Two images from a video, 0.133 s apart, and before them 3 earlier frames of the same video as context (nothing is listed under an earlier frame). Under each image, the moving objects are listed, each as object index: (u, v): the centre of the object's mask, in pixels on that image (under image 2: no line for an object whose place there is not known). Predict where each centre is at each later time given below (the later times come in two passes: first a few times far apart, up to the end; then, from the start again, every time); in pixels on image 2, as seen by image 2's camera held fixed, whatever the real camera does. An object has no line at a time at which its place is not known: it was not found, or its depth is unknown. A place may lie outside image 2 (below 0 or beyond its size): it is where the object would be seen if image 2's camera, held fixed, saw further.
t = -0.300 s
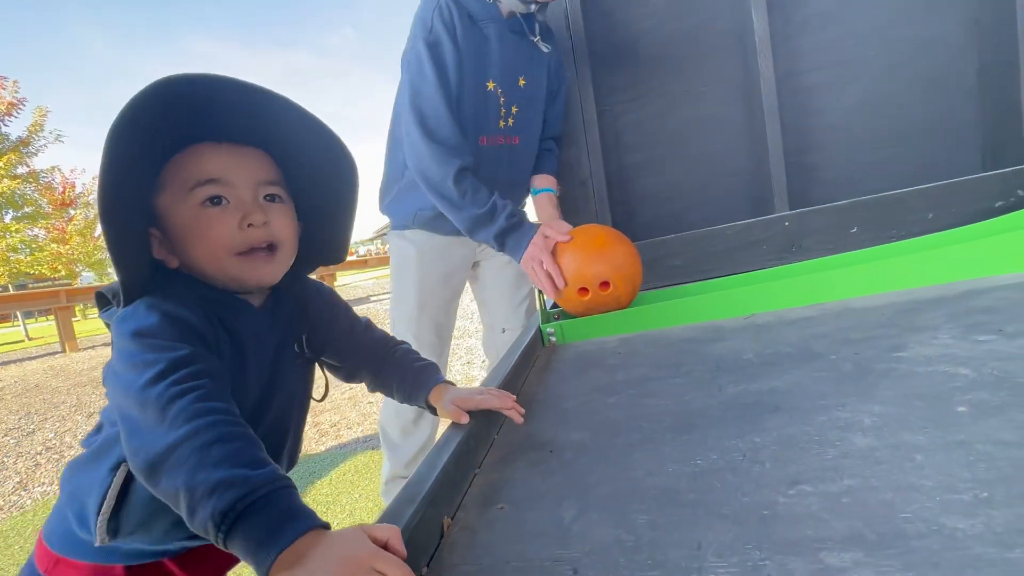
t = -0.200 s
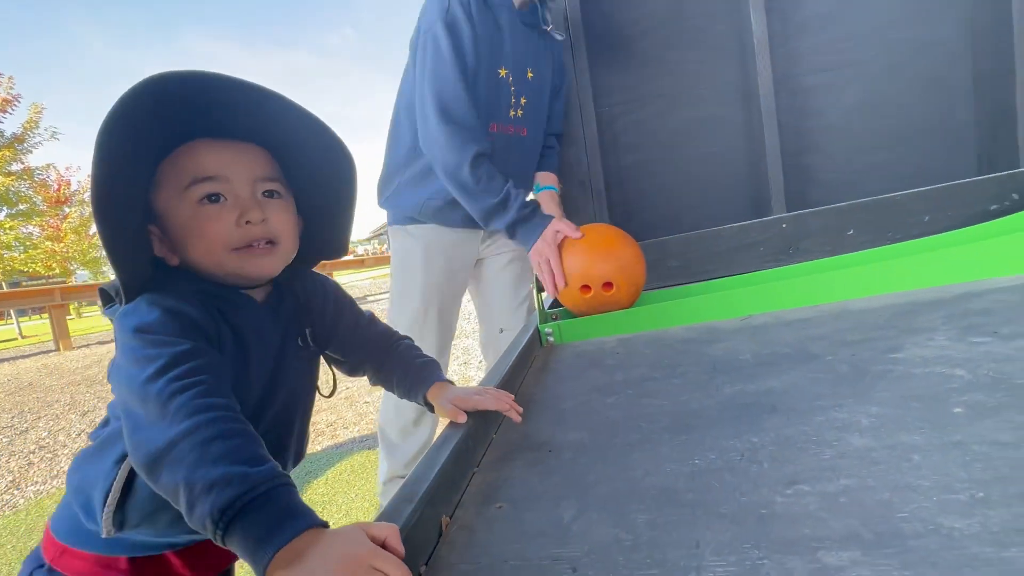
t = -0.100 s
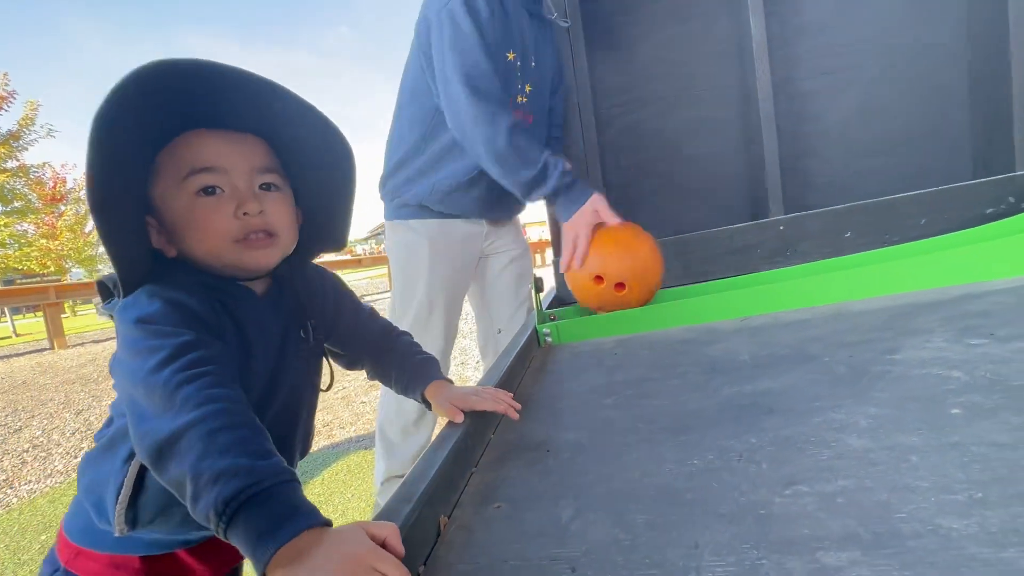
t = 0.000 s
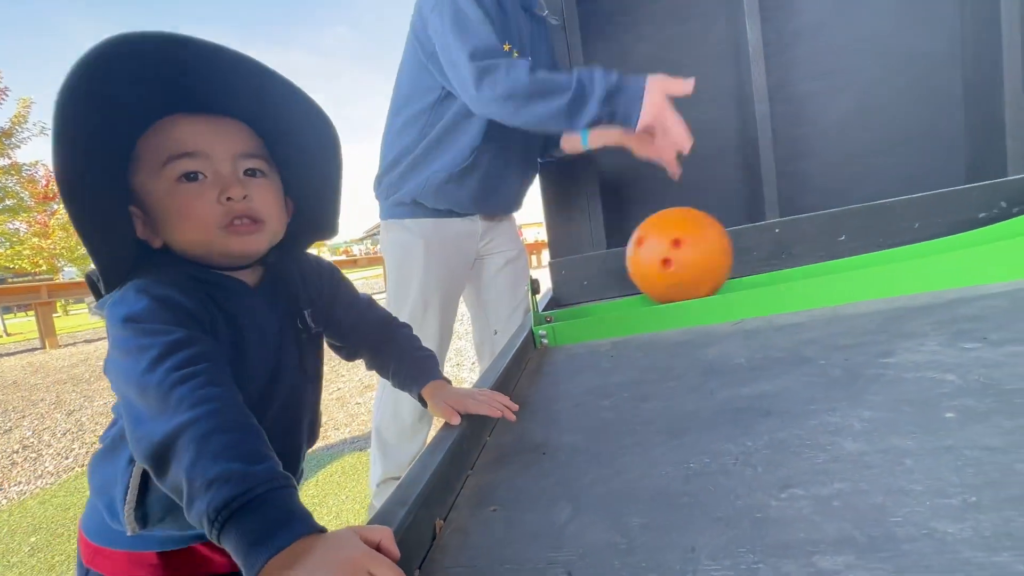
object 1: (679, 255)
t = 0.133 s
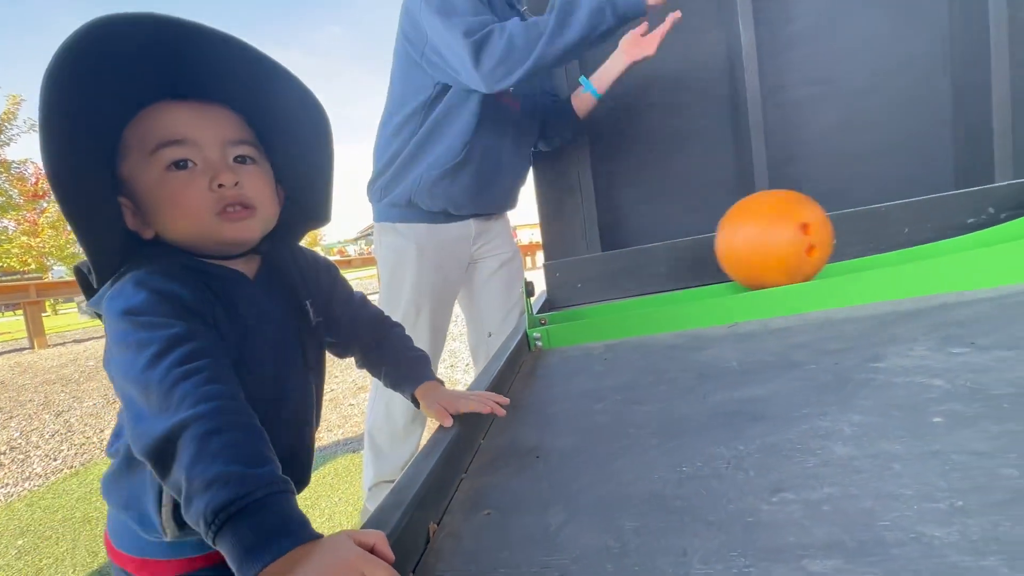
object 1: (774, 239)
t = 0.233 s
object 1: (851, 225)
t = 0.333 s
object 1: (926, 211)
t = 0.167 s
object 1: (800, 235)
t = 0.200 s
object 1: (826, 230)
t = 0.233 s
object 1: (851, 225)
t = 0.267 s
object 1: (876, 221)
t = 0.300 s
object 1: (901, 216)
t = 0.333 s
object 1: (926, 211)
